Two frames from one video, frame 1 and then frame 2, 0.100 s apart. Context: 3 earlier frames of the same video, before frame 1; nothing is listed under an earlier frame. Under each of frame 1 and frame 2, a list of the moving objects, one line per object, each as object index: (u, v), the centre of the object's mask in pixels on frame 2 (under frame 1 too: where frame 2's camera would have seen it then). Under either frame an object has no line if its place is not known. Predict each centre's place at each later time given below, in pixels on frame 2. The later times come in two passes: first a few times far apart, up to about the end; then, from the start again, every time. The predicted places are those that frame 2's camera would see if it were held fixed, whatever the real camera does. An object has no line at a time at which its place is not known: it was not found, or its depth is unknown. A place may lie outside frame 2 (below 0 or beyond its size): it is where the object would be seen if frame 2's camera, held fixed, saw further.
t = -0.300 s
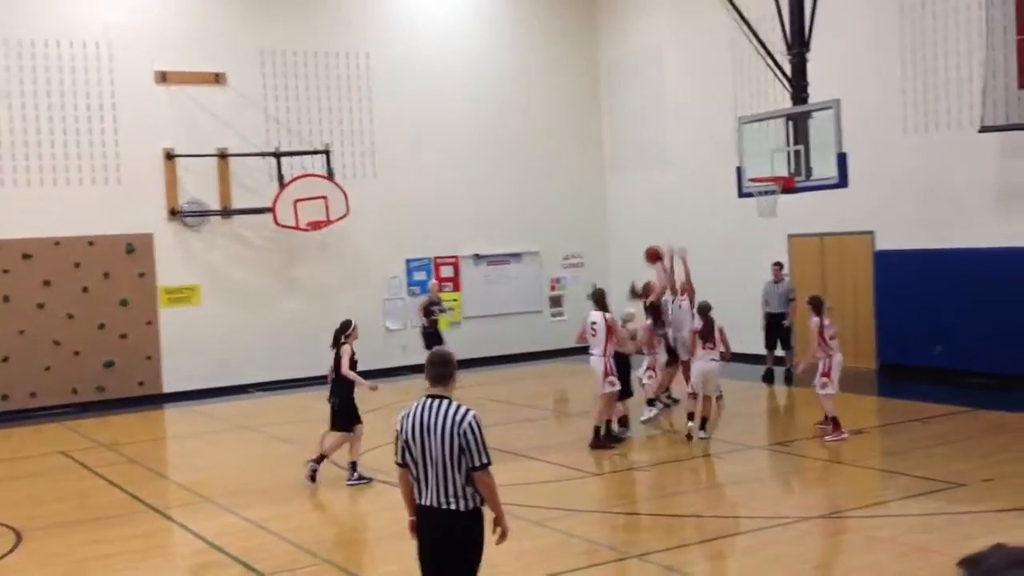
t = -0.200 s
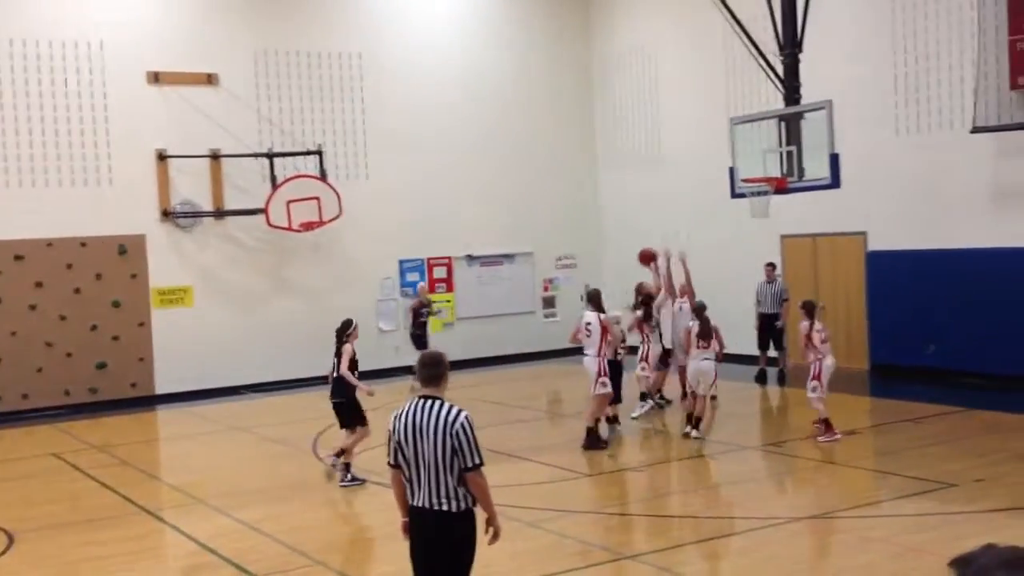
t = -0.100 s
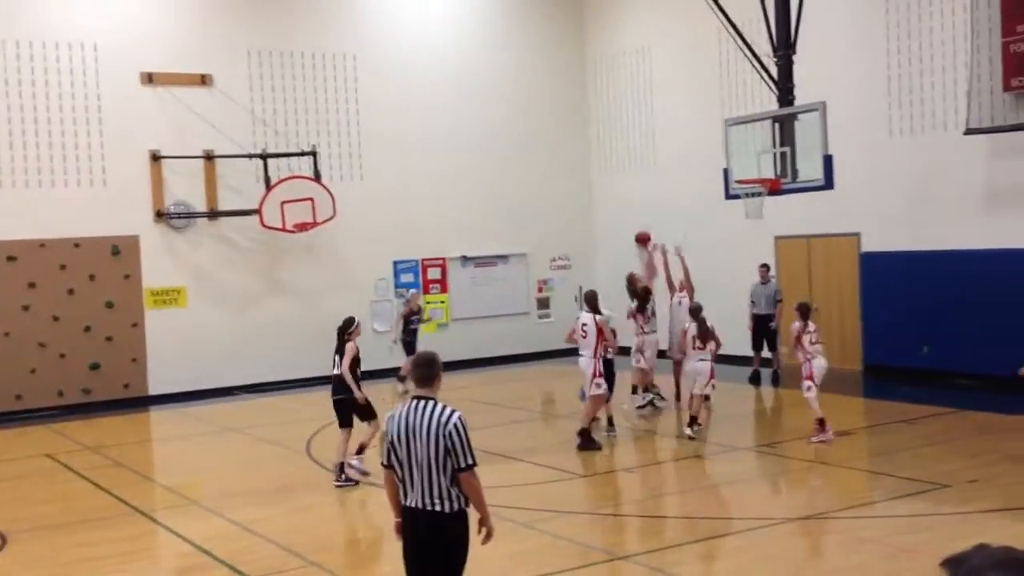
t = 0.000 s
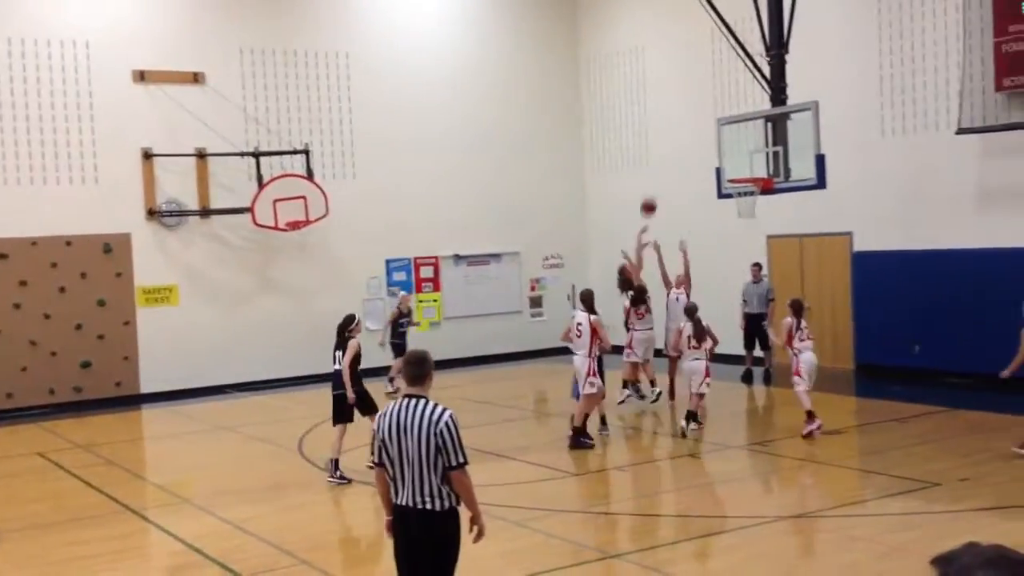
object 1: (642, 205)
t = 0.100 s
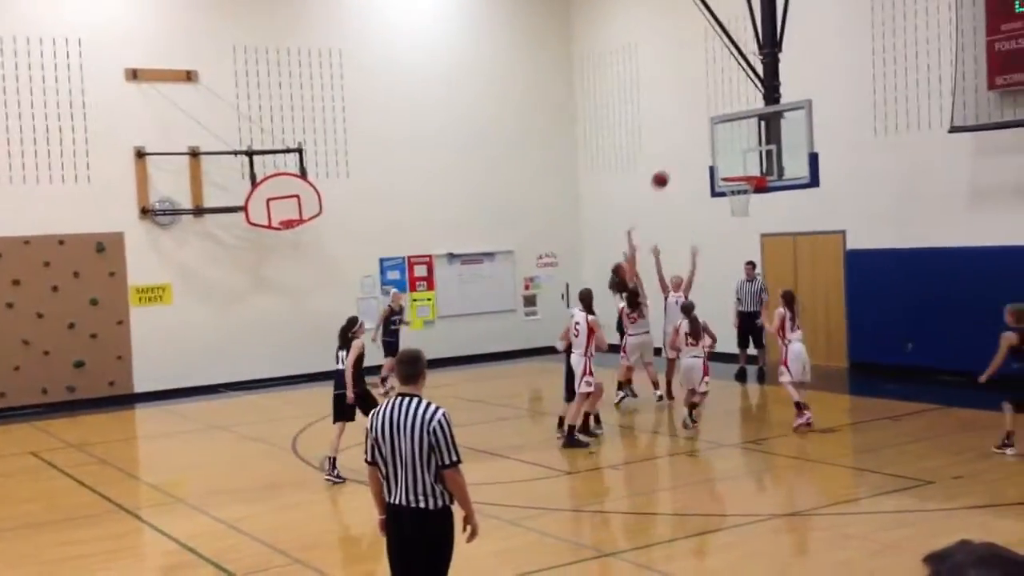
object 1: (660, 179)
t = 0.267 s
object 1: (691, 152)
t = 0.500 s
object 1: (734, 147)
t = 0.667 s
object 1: (727, 168)
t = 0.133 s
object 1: (666, 172)
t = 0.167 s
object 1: (672, 166)
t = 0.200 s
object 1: (678, 161)
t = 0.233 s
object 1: (684, 156)
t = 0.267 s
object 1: (691, 152)
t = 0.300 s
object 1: (696, 149)
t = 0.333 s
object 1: (703, 147)
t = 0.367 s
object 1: (709, 145)
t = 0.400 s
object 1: (715, 145)
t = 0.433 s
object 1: (722, 145)
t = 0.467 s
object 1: (729, 145)
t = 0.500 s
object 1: (734, 147)
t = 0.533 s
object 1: (733, 150)
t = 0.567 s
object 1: (731, 153)
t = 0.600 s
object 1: (730, 158)
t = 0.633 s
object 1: (728, 163)
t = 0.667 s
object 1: (727, 168)
